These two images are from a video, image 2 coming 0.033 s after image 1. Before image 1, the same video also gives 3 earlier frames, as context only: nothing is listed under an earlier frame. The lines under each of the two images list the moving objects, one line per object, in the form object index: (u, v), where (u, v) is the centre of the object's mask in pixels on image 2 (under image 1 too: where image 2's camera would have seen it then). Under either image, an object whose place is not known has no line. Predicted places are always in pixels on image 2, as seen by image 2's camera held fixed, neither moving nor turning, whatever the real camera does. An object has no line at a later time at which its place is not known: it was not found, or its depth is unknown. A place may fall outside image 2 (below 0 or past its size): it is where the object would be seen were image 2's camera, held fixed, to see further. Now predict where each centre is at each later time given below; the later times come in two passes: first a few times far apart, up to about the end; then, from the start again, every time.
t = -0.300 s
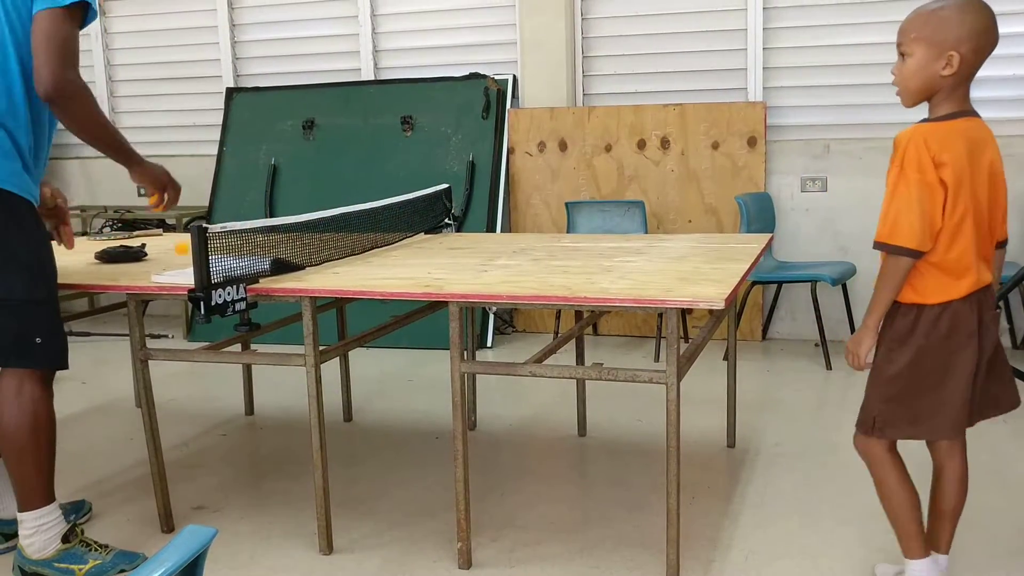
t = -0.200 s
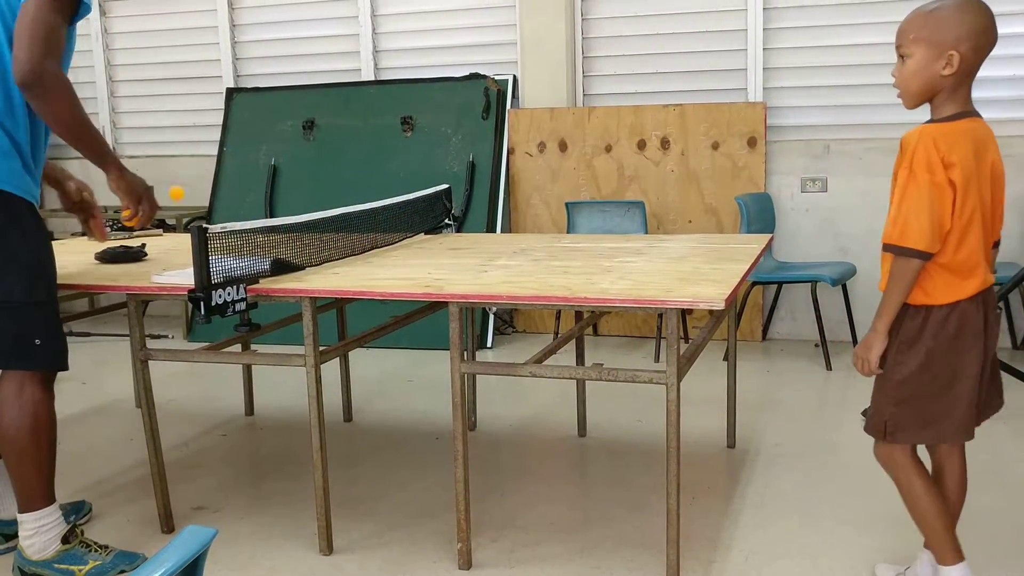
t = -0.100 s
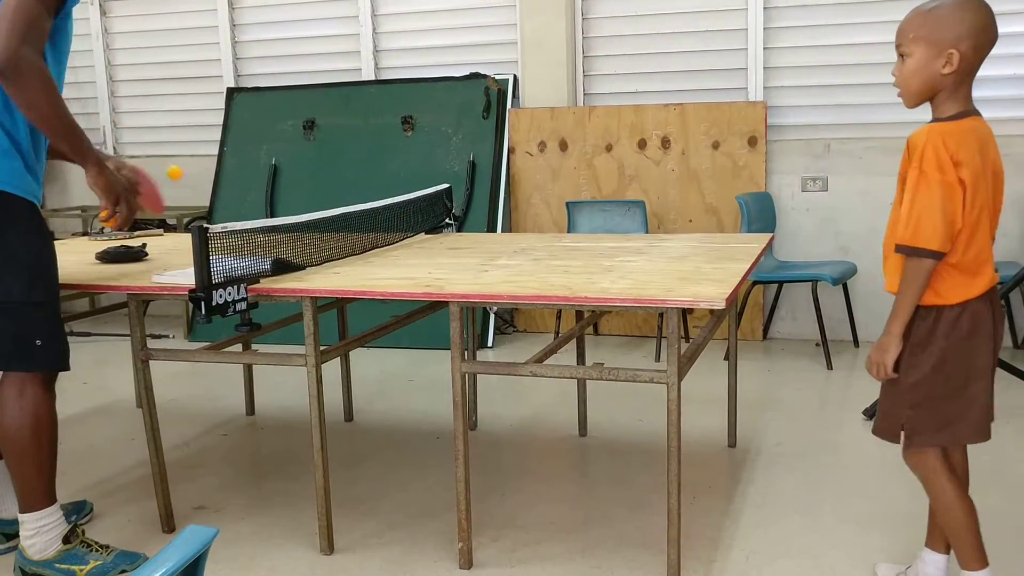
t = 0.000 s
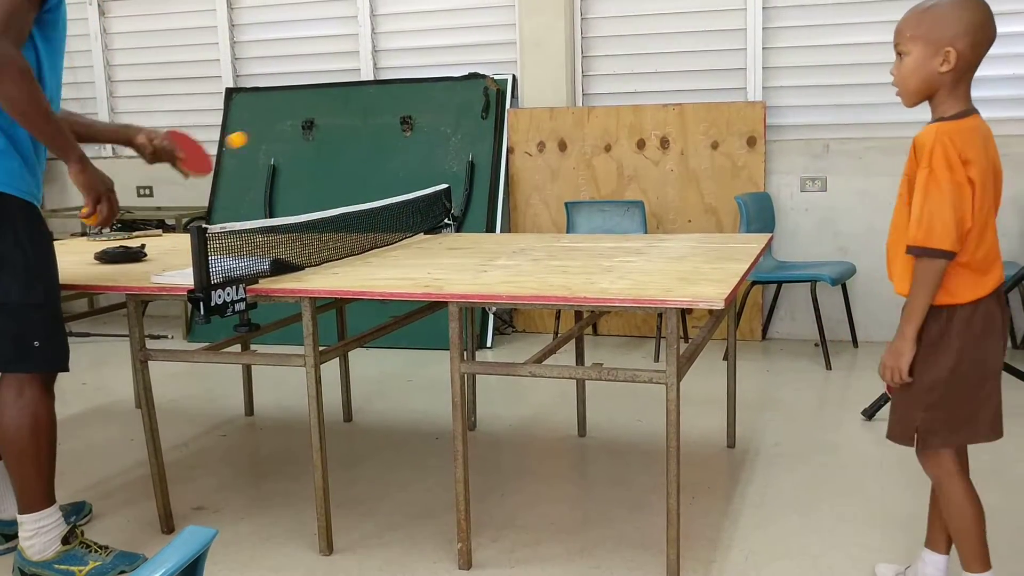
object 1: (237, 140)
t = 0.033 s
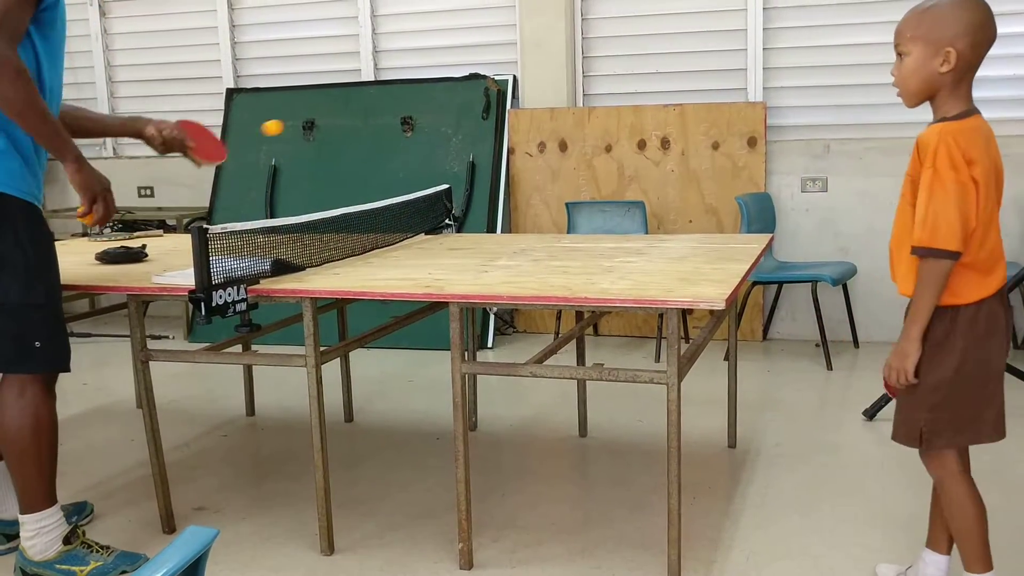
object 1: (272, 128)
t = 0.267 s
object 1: (520, 159)
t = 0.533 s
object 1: (728, 157)
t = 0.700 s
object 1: (826, 158)
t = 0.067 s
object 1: (308, 120)
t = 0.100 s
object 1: (343, 115)
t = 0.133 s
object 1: (379, 115)
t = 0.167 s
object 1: (414, 120)
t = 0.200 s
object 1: (450, 129)
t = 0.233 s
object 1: (486, 141)
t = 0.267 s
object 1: (520, 159)
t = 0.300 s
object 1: (555, 180)
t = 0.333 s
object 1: (589, 206)
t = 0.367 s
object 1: (622, 234)
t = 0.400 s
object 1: (648, 228)
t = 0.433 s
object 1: (669, 205)
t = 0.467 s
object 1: (688, 185)
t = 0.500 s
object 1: (707, 169)
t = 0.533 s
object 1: (728, 157)
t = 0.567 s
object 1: (748, 148)
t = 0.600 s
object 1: (768, 145)
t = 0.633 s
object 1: (787, 145)
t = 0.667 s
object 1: (807, 149)
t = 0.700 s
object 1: (826, 158)
